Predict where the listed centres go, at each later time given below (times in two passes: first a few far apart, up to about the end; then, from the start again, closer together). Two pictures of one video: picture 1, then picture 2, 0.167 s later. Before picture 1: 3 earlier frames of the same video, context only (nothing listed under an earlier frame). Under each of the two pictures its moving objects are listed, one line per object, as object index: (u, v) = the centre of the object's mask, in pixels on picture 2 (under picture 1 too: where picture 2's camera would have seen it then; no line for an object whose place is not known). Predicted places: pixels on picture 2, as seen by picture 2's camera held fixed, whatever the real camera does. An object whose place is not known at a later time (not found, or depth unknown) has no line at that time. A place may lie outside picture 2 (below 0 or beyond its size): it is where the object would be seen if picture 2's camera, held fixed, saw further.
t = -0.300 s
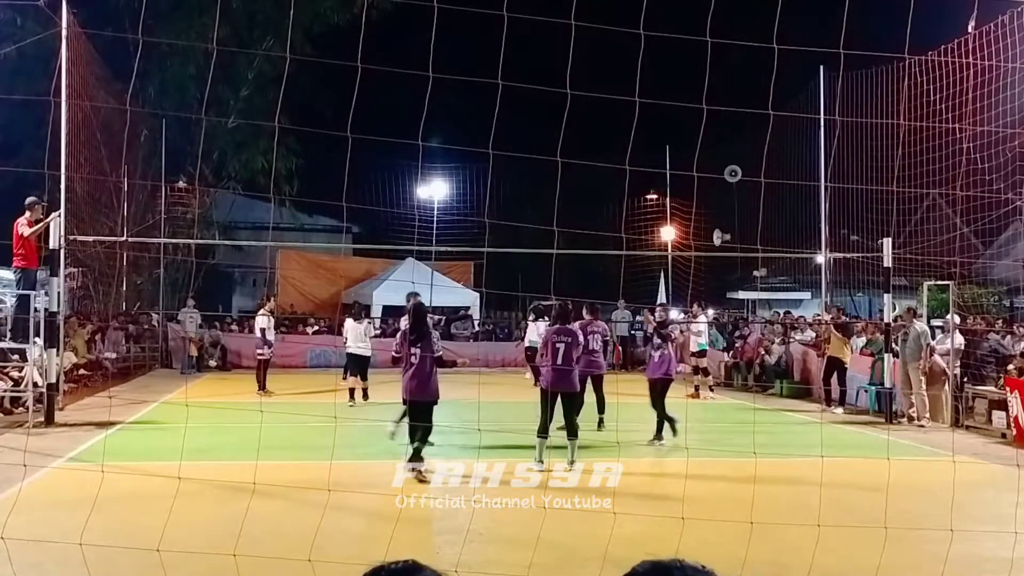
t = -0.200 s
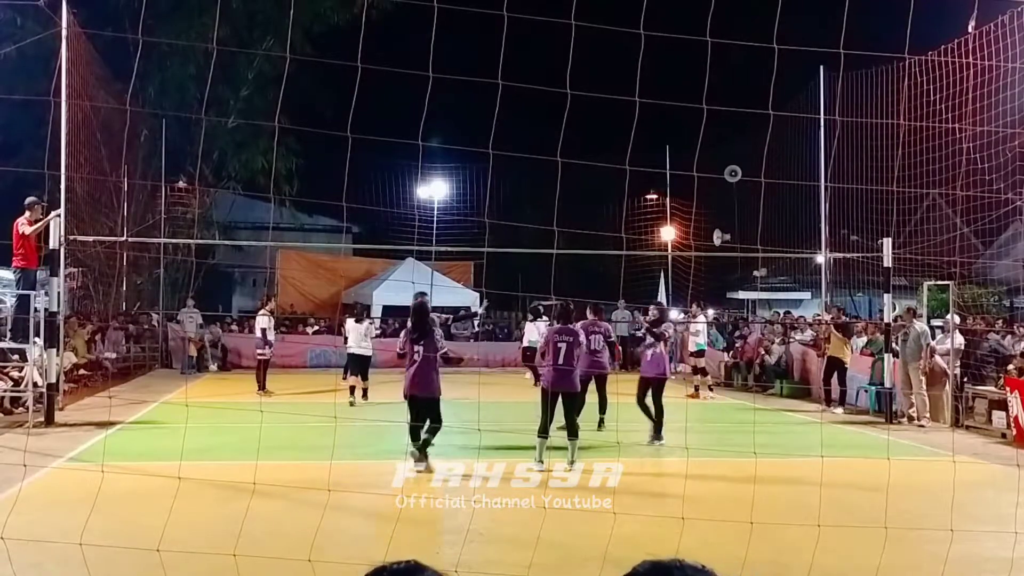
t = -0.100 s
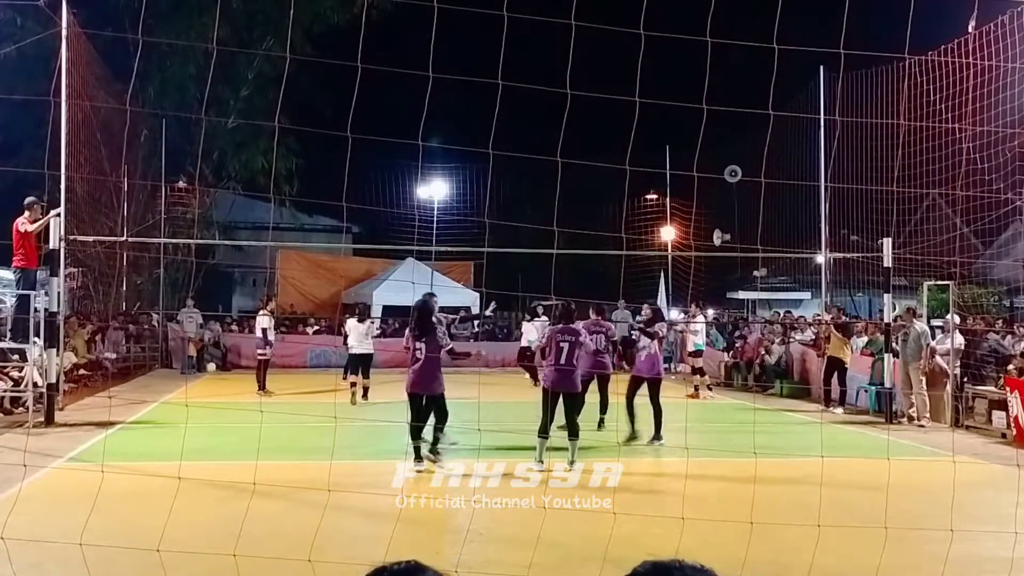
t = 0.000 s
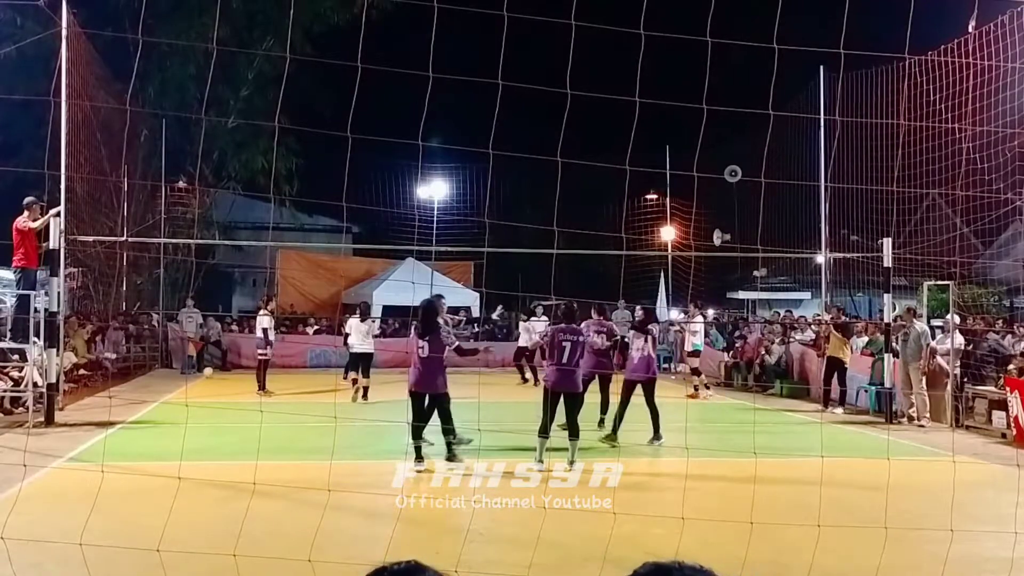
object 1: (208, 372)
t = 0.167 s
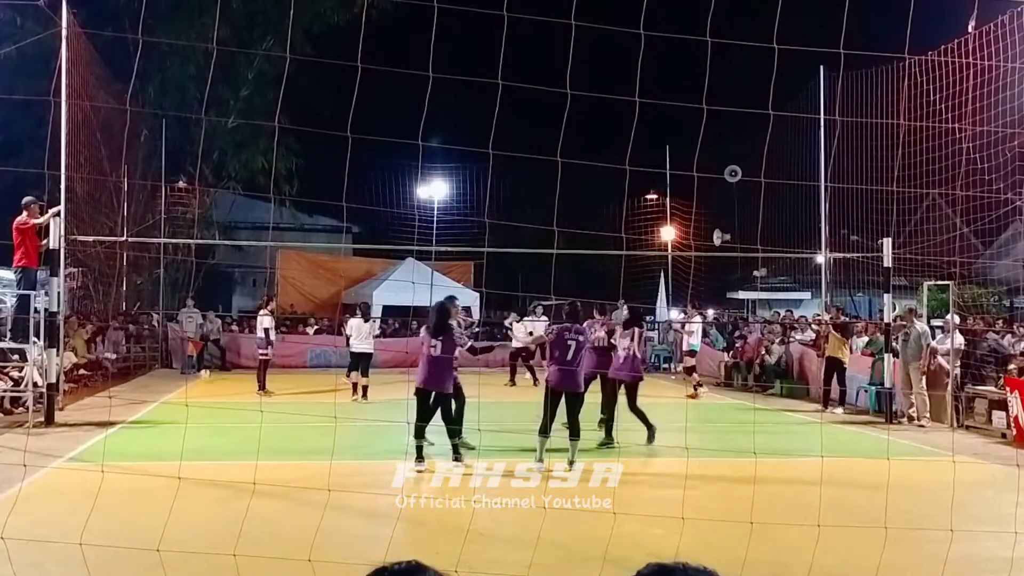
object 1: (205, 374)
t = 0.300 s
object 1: (202, 377)
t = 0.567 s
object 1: (197, 382)
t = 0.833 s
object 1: (193, 391)
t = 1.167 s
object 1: (187, 409)
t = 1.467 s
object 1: (180, 417)
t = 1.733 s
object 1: (173, 429)
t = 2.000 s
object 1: (164, 445)
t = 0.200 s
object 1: (203, 376)
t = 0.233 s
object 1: (203, 377)
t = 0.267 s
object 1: (202, 377)
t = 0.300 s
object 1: (202, 377)
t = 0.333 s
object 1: (201, 378)
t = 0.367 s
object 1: (200, 378)
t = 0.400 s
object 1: (199, 380)
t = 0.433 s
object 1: (200, 383)
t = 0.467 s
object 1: (199, 383)
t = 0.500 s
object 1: (198, 382)
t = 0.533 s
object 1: (198, 382)
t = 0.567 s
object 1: (197, 382)
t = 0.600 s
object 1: (197, 384)
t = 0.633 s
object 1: (196, 384)
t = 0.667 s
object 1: (195, 388)
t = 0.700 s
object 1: (195, 388)
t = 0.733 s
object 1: (195, 390)
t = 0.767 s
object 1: (194, 389)
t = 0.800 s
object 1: (193, 388)
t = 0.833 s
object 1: (193, 391)
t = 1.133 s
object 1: (187, 407)
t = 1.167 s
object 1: (187, 409)
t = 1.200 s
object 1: (186, 407)
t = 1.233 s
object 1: (186, 407)
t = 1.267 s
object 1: (186, 408)
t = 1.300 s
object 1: (184, 410)
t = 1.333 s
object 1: (183, 413)
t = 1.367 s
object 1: (183, 416)
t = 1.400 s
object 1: (181, 416)
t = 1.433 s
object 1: (181, 416)
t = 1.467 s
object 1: (180, 417)
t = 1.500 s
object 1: (179, 416)
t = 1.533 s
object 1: (179, 418)
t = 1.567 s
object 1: (178, 422)
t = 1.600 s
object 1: (177, 426)
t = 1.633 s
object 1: (175, 428)
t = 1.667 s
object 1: (175, 428)
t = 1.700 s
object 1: (174, 428)
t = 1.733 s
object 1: (173, 429)
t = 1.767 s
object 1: (172, 431)
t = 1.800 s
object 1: (171, 434)
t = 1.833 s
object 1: (170, 439)
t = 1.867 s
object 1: (168, 442)
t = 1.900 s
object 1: (168, 441)
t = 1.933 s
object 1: (166, 441)
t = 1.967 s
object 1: (165, 443)
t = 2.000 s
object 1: (164, 445)
